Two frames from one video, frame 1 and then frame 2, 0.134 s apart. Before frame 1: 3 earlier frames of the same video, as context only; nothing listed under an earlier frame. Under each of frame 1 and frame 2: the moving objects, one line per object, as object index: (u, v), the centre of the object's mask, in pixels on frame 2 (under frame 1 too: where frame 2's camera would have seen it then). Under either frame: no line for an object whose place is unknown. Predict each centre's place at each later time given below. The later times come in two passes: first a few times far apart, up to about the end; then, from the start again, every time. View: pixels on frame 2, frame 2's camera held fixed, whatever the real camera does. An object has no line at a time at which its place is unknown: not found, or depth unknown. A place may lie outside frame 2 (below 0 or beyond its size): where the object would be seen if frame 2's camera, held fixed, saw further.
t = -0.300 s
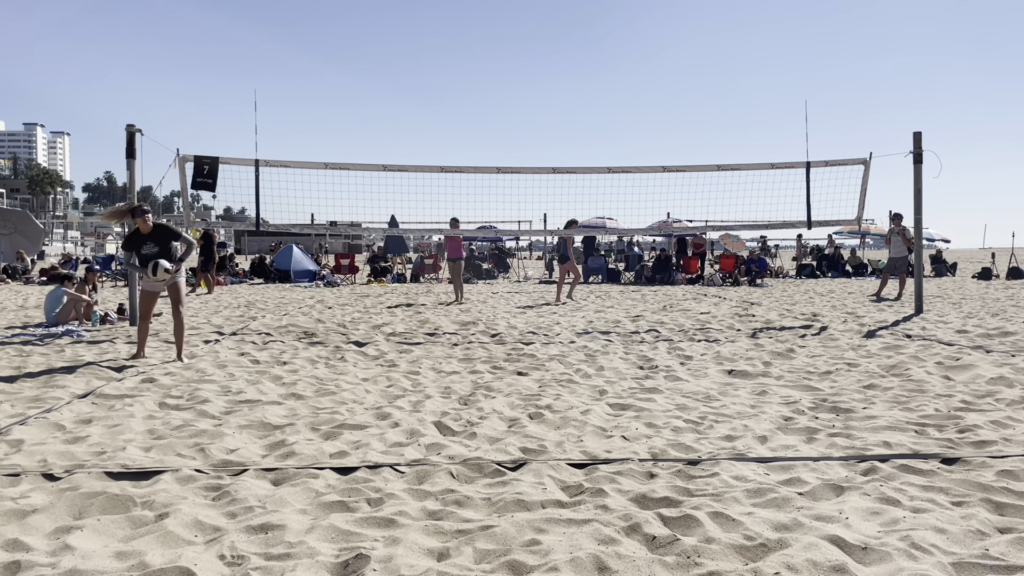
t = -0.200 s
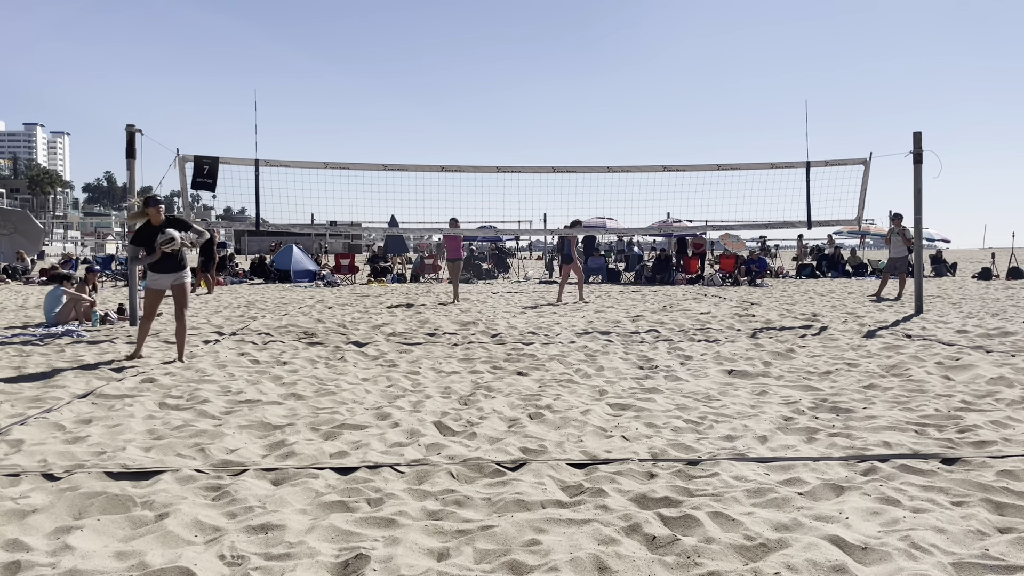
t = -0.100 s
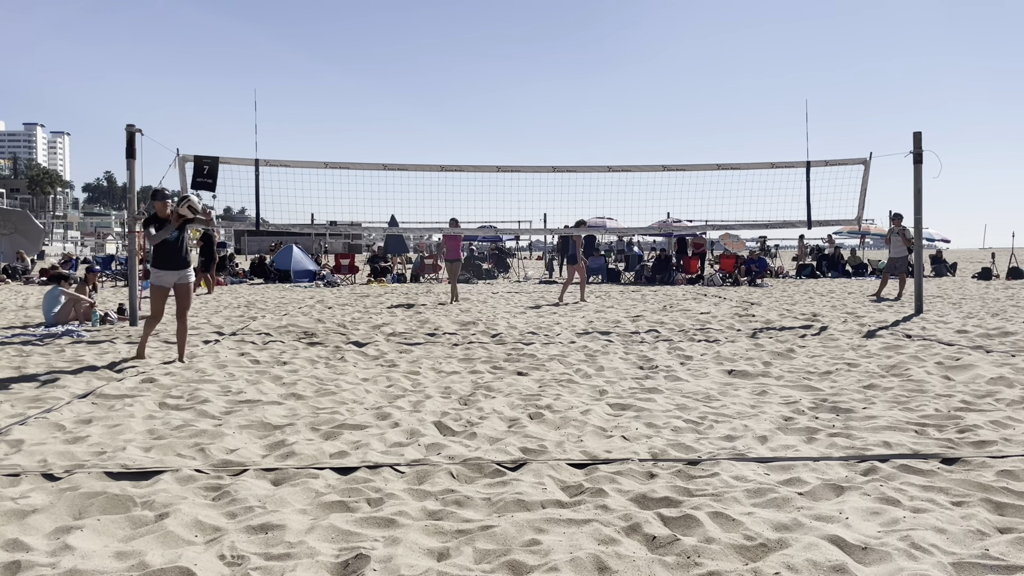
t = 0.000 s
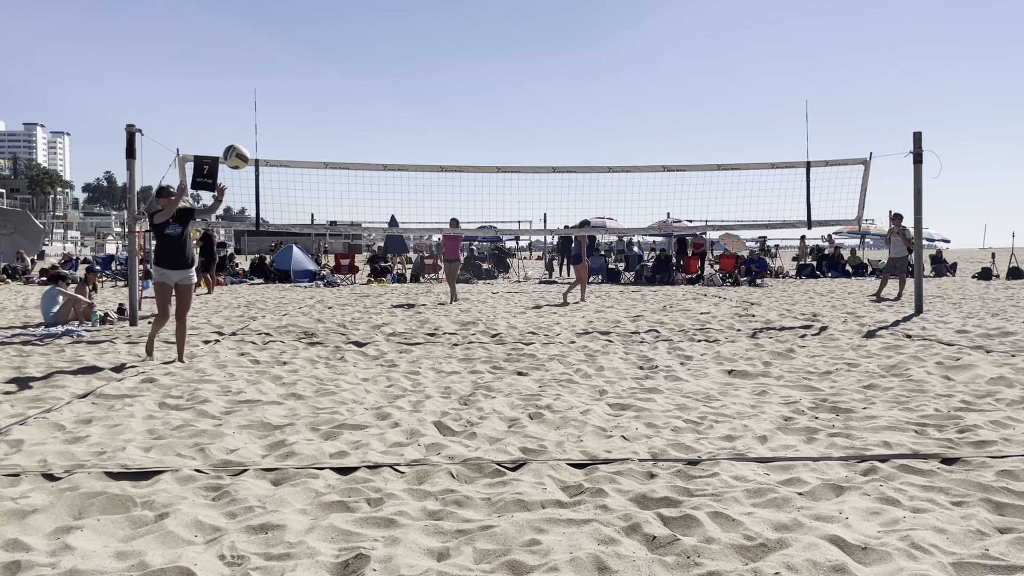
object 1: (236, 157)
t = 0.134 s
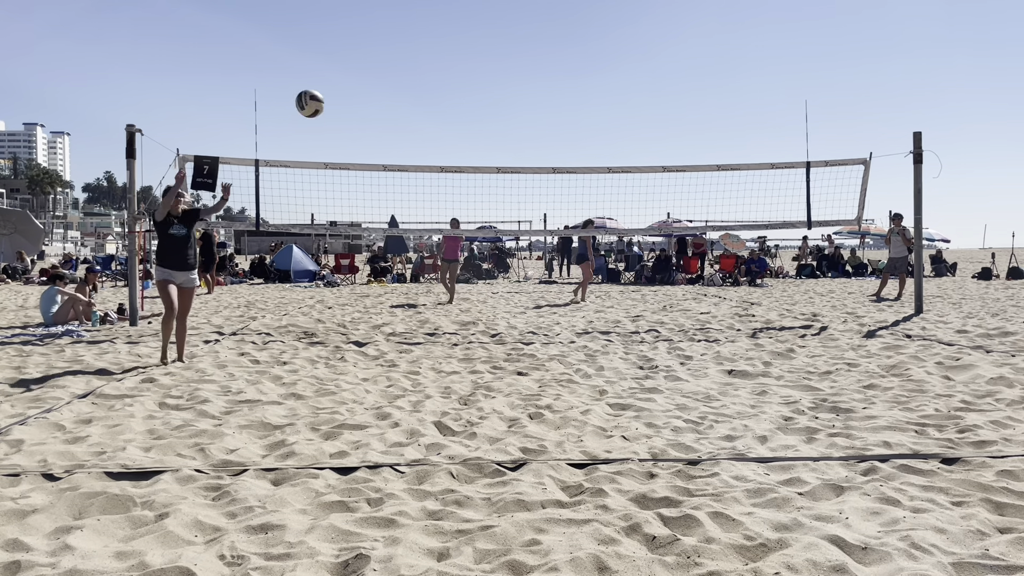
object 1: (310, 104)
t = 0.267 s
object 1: (397, 67)
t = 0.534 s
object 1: (619, 58)
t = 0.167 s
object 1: (330, 93)
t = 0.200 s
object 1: (351, 83)
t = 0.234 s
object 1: (374, 74)
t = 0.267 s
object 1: (397, 67)
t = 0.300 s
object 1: (421, 61)
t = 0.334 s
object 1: (445, 56)
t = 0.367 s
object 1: (471, 52)
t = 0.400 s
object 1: (498, 50)
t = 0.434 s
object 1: (526, 49)
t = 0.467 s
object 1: (555, 50)
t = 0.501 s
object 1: (586, 53)
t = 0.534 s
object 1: (619, 58)
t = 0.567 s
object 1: (653, 65)
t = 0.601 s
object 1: (689, 75)
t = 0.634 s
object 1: (727, 87)
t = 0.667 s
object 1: (768, 102)
